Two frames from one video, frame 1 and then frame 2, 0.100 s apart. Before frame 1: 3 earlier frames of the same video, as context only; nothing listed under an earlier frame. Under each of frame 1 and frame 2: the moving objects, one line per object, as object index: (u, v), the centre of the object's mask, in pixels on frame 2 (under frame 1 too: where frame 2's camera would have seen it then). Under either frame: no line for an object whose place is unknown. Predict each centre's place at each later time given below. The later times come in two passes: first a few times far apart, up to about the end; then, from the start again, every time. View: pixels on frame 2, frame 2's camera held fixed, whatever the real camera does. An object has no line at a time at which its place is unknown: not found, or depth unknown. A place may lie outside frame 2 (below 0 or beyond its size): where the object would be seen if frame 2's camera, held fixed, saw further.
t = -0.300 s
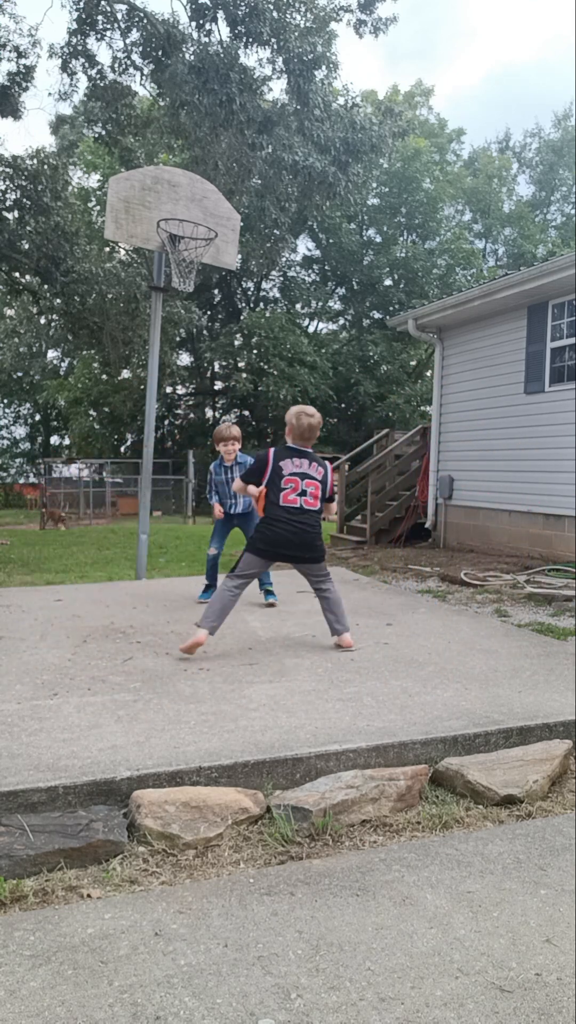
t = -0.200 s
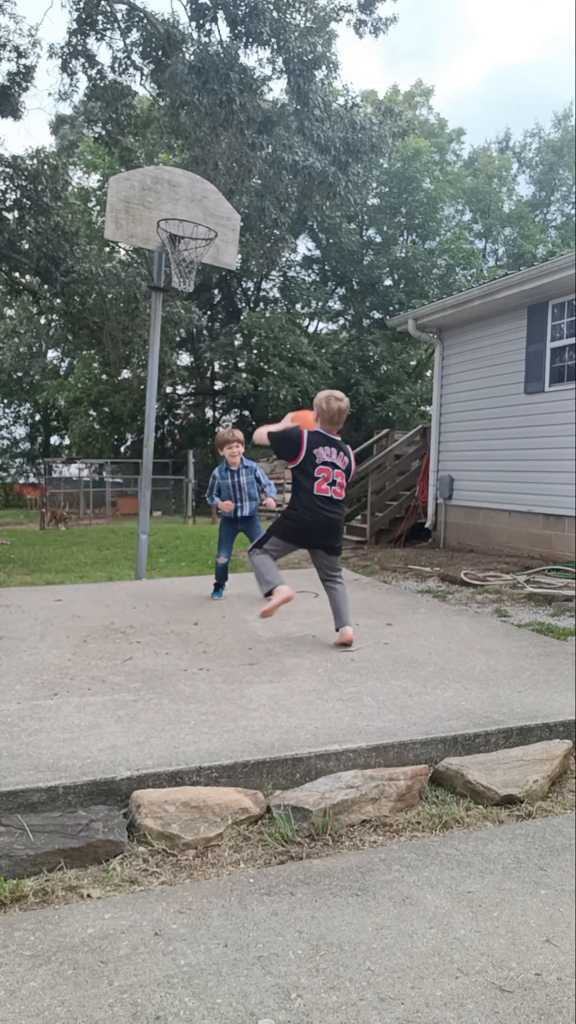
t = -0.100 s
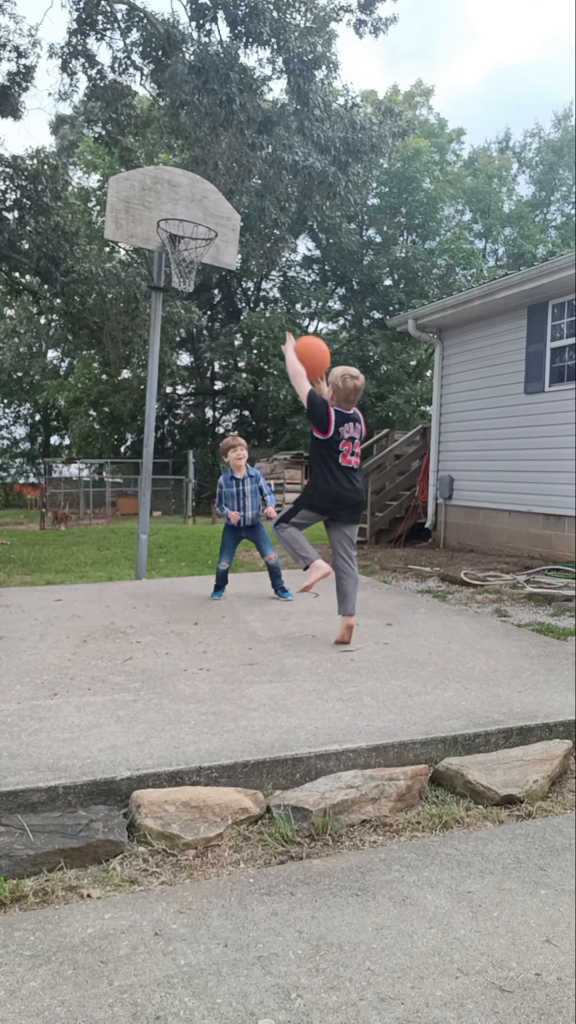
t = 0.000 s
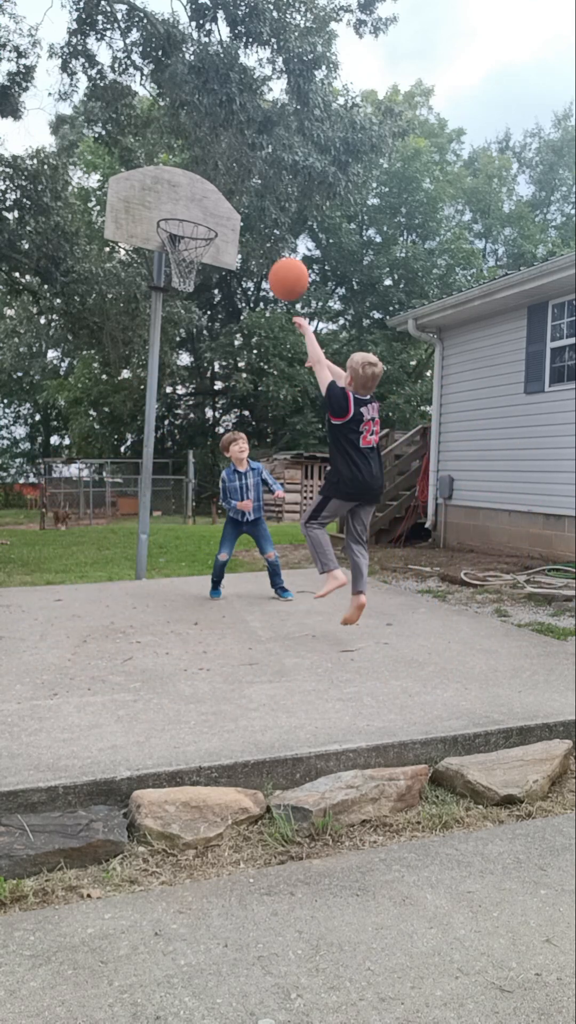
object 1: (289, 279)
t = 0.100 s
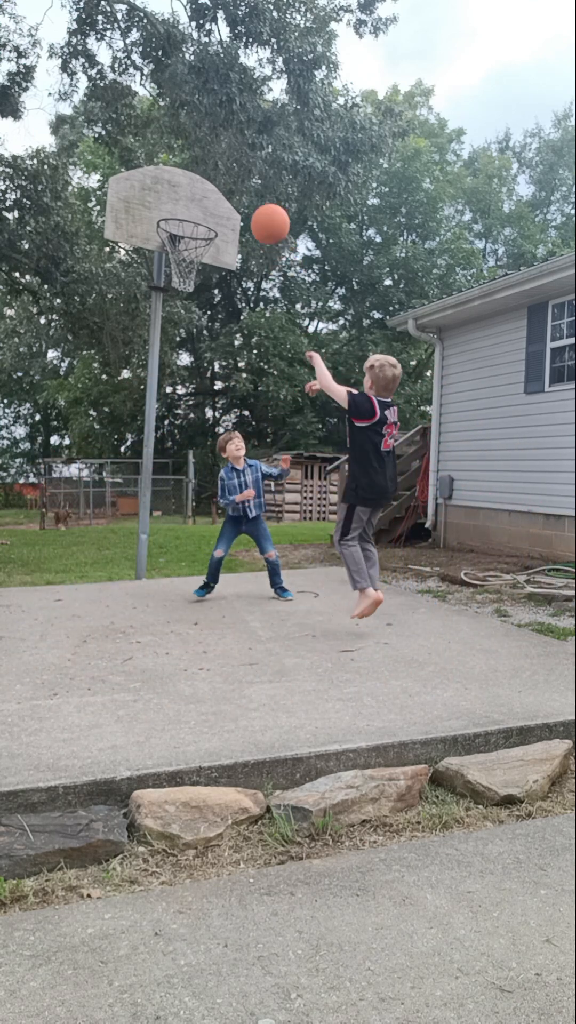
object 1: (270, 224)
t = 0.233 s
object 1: (249, 184)
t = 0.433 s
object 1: (221, 177)
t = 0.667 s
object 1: (195, 223)
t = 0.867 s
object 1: (177, 189)
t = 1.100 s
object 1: (154, 212)
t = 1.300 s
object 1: (133, 293)
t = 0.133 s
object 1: (265, 211)
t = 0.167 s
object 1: (259, 200)
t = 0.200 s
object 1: (254, 191)
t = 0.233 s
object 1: (249, 184)
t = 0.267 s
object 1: (244, 178)
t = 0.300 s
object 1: (239, 175)
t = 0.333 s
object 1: (234, 173)
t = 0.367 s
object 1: (230, 173)
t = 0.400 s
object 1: (225, 174)
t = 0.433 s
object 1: (221, 177)
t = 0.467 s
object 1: (217, 181)
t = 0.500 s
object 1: (213, 187)
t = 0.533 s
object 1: (209, 193)
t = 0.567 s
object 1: (205, 201)
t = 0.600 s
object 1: (202, 209)
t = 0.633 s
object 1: (198, 220)
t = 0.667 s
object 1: (195, 223)
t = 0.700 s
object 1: (192, 214)
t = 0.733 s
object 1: (189, 207)
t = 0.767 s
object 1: (186, 201)
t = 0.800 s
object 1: (183, 196)
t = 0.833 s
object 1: (180, 192)
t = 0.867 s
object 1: (177, 189)
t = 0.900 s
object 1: (174, 188)
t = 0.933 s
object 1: (171, 188)
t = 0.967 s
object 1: (167, 190)
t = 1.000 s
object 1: (164, 193)
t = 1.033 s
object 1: (161, 198)
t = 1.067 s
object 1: (158, 204)
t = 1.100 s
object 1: (154, 212)
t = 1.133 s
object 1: (150, 221)
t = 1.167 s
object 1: (147, 232)
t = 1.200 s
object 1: (144, 245)
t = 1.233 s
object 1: (140, 260)
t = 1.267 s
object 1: (136, 275)
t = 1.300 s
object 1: (133, 293)
